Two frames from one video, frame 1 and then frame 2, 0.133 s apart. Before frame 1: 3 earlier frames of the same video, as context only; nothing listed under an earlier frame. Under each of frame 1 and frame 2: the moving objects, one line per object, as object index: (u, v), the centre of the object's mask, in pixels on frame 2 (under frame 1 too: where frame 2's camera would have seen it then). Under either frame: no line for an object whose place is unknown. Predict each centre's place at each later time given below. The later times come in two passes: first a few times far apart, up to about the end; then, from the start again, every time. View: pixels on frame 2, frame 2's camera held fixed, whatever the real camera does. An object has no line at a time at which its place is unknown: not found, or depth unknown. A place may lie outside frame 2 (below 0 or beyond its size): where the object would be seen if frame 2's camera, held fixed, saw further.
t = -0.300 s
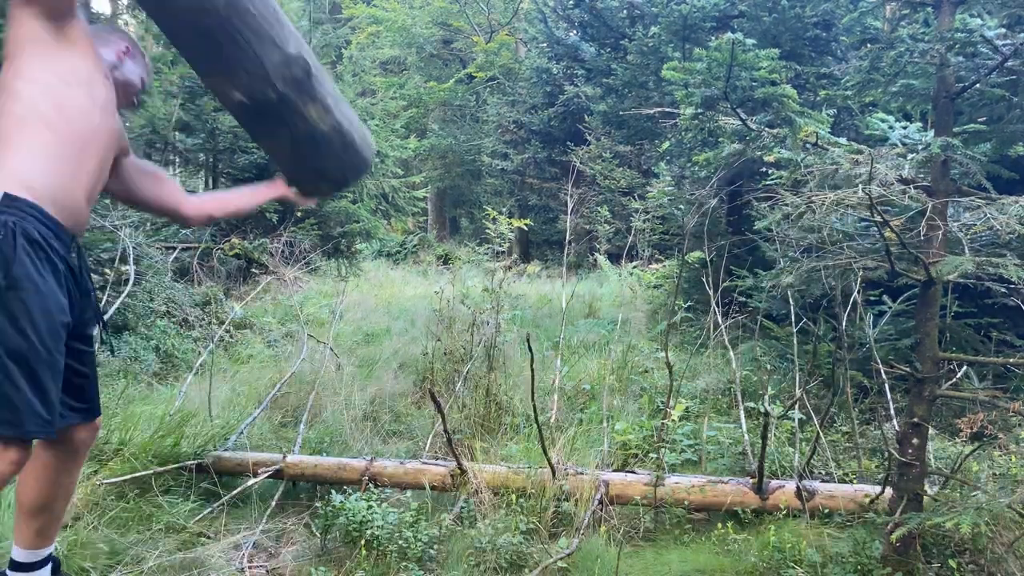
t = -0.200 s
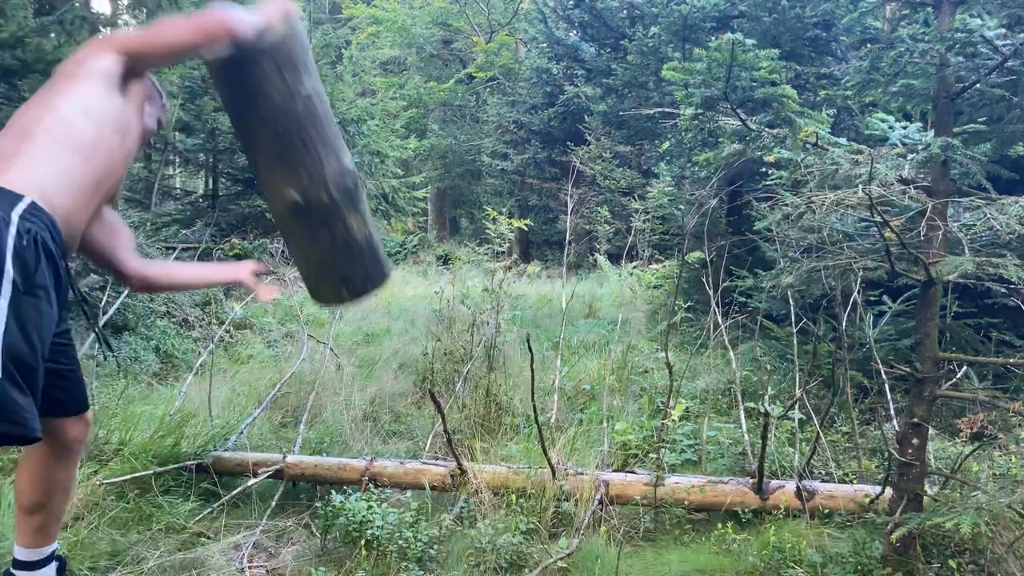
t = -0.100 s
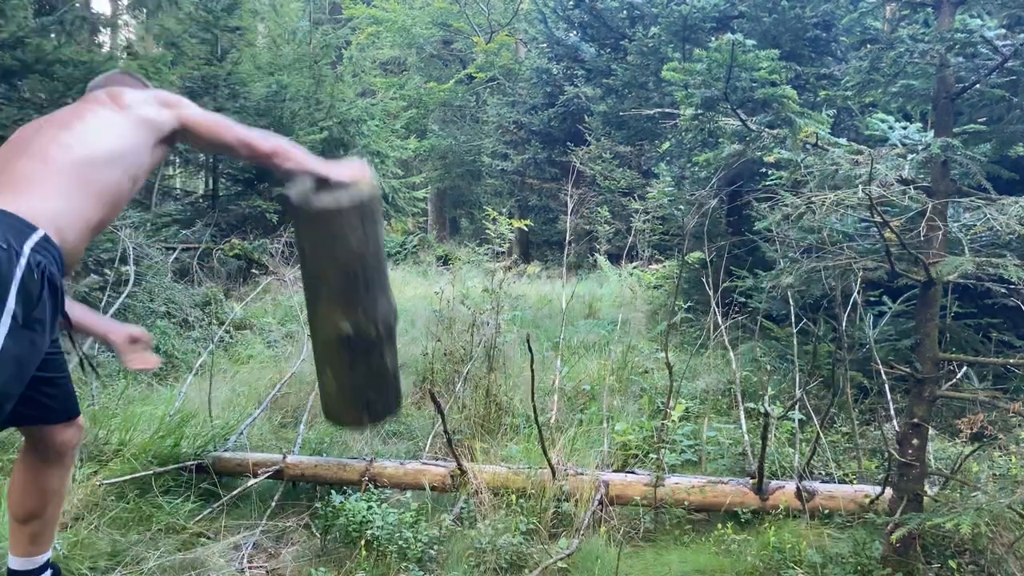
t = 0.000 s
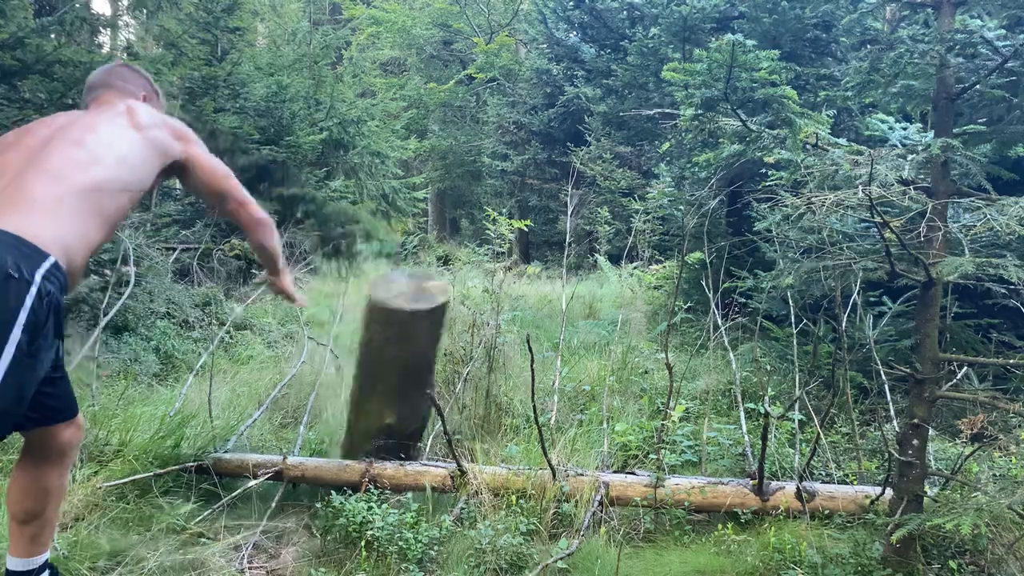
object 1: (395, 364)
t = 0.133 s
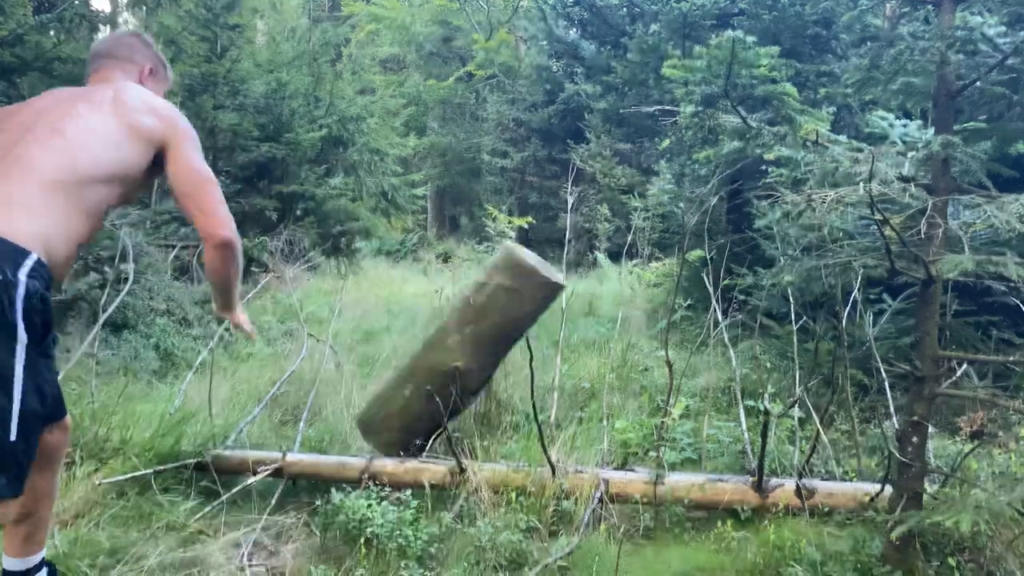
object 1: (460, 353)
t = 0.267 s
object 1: (521, 358)
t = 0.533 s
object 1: (577, 423)
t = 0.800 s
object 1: (564, 426)
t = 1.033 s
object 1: (548, 423)
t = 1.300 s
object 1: (544, 422)
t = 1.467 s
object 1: (546, 423)
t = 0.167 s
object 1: (474, 352)
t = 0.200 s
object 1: (490, 351)
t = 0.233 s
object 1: (507, 353)
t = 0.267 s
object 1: (521, 358)
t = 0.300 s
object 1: (537, 365)
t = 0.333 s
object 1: (550, 374)
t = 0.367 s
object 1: (559, 387)
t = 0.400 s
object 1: (559, 395)
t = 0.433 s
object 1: (556, 400)
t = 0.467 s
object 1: (562, 408)
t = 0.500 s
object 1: (570, 418)
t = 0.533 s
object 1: (577, 423)
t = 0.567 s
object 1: (598, 425)
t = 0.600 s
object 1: (583, 429)
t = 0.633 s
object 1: (591, 426)
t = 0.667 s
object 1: (584, 424)
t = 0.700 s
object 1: (572, 425)
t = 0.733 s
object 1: (568, 425)
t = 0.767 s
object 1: (564, 426)
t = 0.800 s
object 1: (564, 426)
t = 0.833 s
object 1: (563, 425)
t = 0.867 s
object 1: (559, 425)
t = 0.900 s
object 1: (555, 426)
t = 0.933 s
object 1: (553, 426)
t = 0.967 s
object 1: (552, 425)
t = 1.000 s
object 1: (550, 424)
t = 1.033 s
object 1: (548, 423)
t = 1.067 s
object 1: (545, 423)
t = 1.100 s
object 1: (545, 422)
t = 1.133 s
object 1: (545, 422)
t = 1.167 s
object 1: (542, 421)
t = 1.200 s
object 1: (542, 421)
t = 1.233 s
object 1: (542, 421)
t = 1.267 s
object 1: (543, 421)
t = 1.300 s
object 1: (544, 422)
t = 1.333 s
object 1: (544, 422)
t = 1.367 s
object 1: (545, 422)
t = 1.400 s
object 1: (545, 422)
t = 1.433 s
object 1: (546, 422)
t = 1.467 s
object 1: (546, 423)
